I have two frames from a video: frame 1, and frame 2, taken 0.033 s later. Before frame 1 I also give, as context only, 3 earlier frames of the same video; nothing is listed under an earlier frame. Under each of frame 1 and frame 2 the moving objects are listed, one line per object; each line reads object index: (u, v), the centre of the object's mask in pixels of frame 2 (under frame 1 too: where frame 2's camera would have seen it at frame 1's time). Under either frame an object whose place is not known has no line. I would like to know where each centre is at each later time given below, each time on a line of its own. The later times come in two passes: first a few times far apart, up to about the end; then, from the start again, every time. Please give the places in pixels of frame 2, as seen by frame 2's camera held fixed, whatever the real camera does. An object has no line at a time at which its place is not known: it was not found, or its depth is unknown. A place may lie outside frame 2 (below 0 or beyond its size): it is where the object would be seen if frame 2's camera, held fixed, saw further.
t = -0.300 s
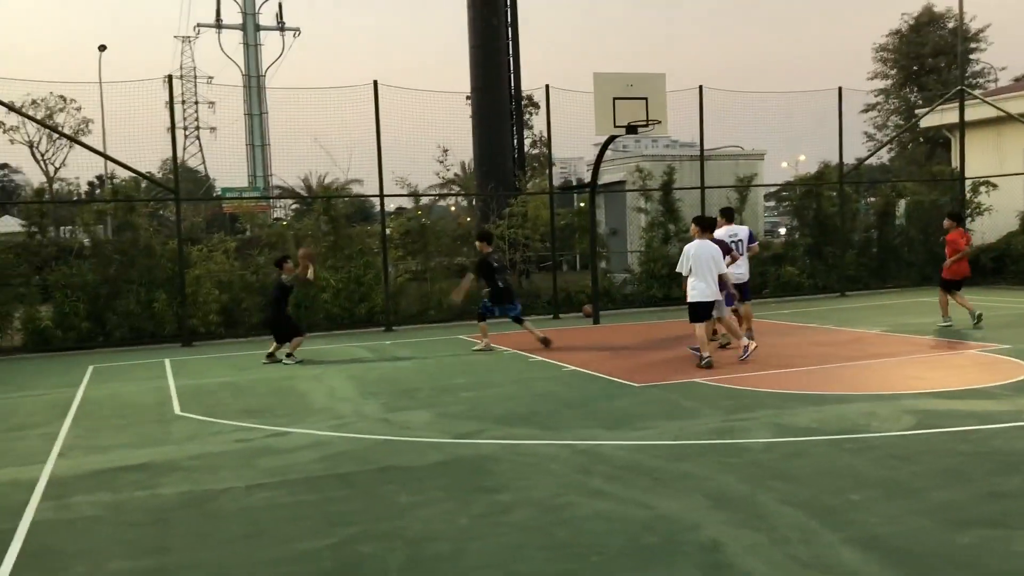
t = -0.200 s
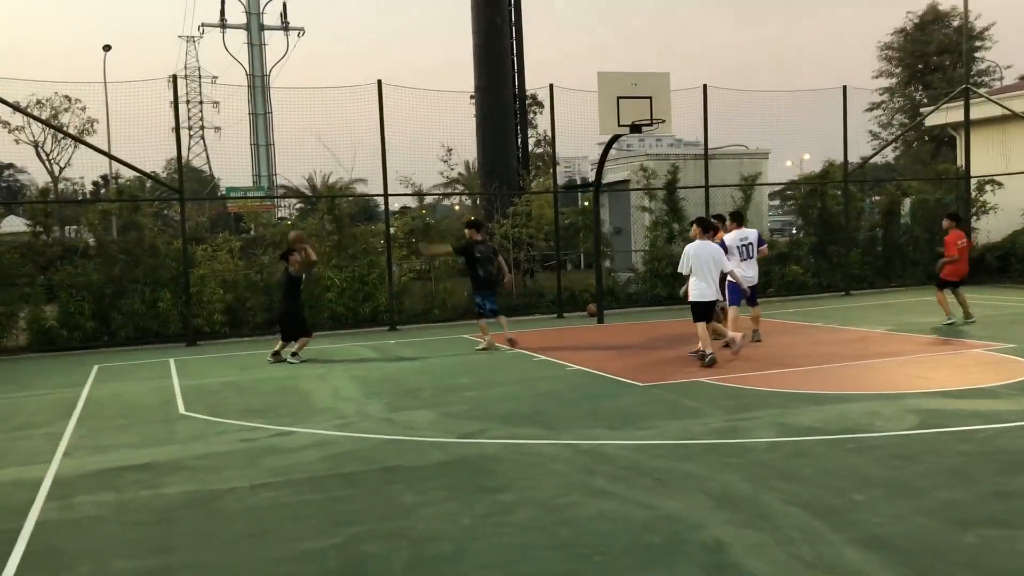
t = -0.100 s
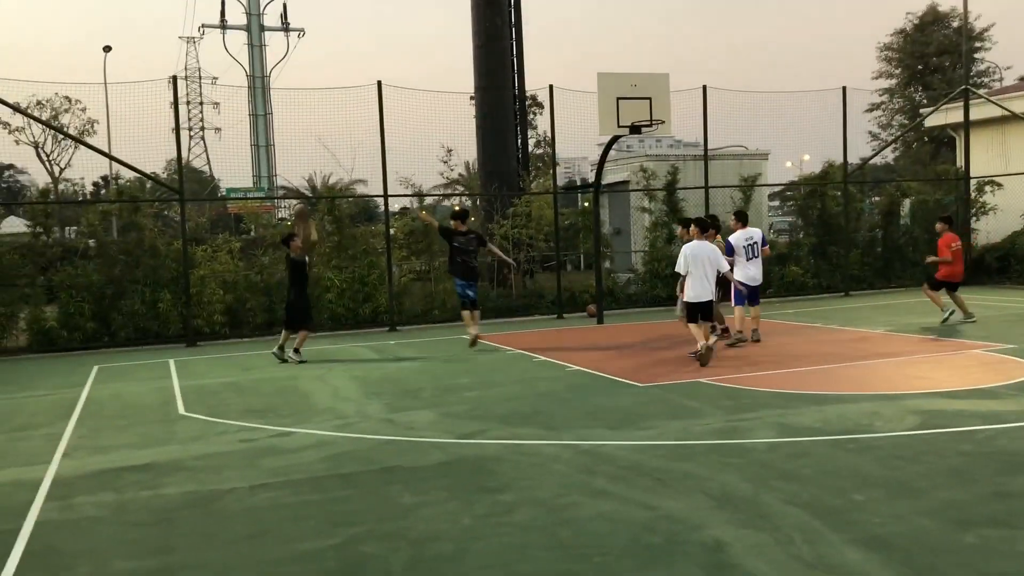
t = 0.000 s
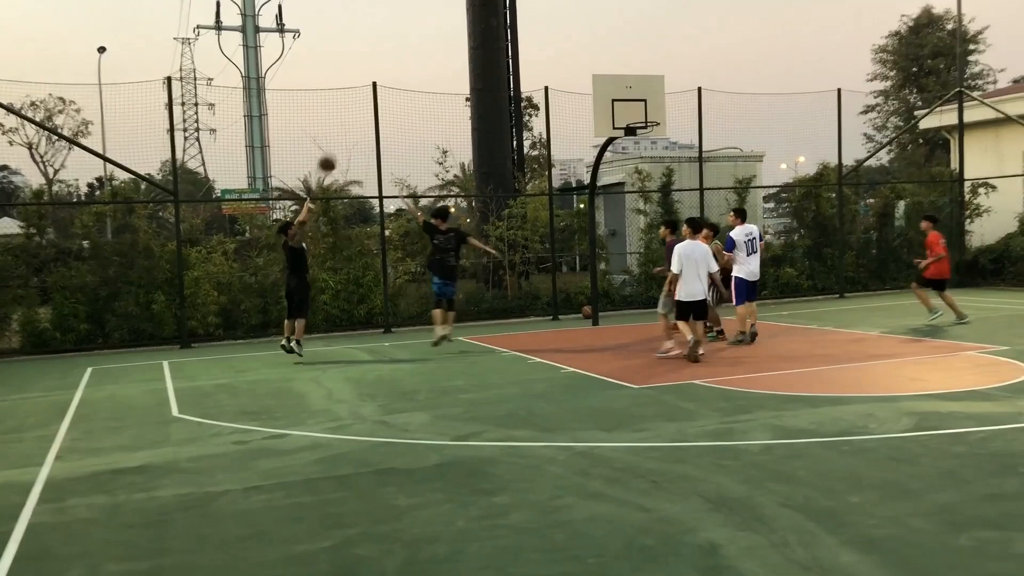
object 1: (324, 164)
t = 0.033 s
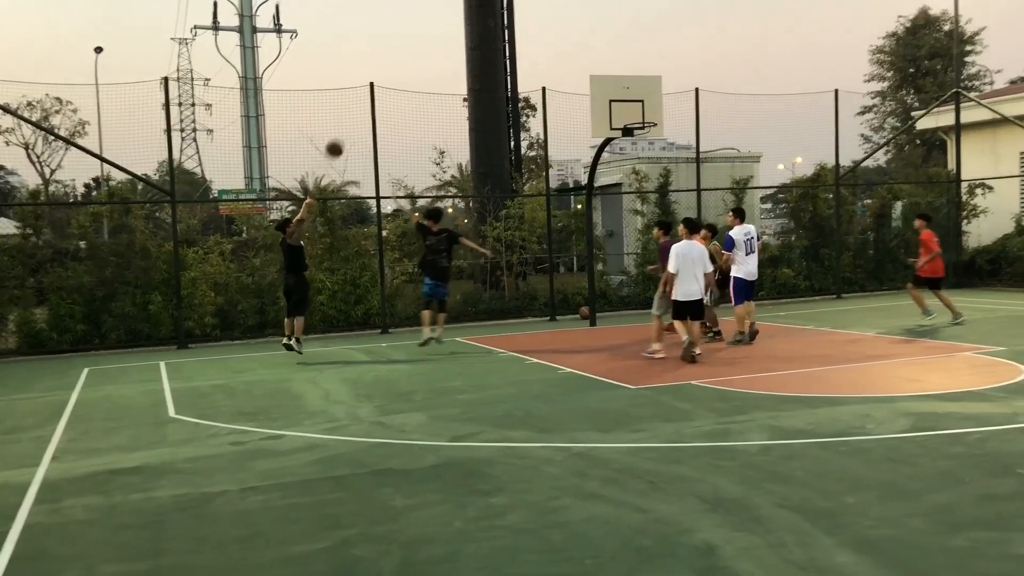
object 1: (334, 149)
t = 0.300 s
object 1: (415, 62)
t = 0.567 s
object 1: (490, 30)
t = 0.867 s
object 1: (573, 58)
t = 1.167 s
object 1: (642, 114)
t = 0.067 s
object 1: (345, 135)
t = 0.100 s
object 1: (355, 121)
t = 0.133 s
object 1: (365, 109)
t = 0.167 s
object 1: (375, 98)
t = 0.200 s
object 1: (386, 87)
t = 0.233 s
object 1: (396, 78)
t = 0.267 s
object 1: (406, 69)
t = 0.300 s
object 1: (415, 62)
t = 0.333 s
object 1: (425, 55)
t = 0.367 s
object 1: (434, 49)
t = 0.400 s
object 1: (444, 43)
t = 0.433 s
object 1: (454, 39)
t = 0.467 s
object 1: (463, 36)
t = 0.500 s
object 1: (472, 34)
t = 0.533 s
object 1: (481, 31)
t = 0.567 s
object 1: (490, 30)
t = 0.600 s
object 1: (500, 32)
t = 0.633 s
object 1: (509, 33)
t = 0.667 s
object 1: (519, 34)
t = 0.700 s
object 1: (528, 36)
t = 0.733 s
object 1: (537, 39)
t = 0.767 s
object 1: (546, 43)
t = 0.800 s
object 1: (555, 47)
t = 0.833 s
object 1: (564, 52)
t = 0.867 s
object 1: (573, 58)
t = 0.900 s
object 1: (582, 65)
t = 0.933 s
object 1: (590, 73)
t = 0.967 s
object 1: (599, 80)
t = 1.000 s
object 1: (607, 89)
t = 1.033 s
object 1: (616, 97)
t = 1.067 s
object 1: (624, 108)
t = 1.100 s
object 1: (633, 117)
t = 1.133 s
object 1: (638, 119)
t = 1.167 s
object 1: (642, 114)
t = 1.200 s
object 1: (647, 110)
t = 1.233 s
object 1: (651, 107)
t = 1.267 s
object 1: (655, 105)
